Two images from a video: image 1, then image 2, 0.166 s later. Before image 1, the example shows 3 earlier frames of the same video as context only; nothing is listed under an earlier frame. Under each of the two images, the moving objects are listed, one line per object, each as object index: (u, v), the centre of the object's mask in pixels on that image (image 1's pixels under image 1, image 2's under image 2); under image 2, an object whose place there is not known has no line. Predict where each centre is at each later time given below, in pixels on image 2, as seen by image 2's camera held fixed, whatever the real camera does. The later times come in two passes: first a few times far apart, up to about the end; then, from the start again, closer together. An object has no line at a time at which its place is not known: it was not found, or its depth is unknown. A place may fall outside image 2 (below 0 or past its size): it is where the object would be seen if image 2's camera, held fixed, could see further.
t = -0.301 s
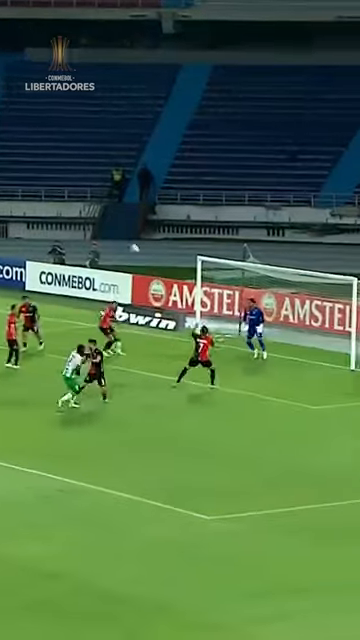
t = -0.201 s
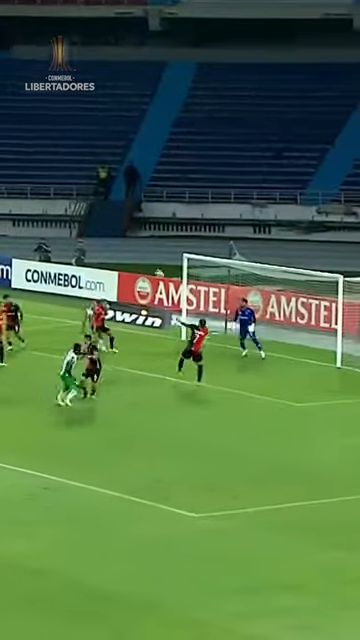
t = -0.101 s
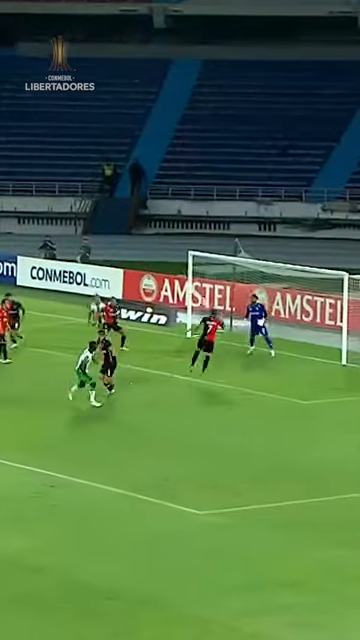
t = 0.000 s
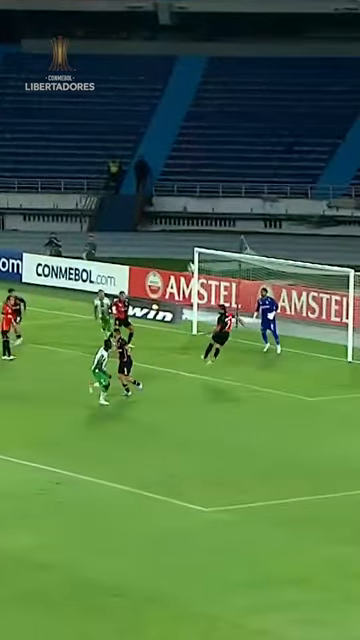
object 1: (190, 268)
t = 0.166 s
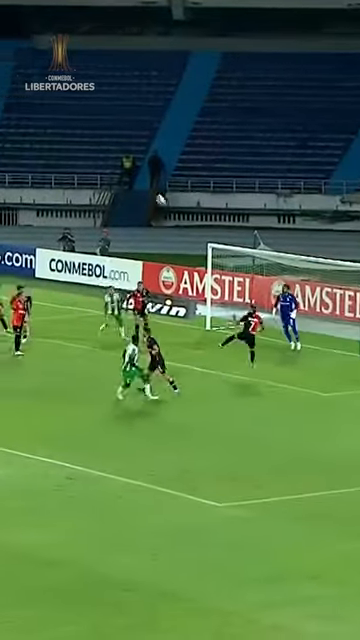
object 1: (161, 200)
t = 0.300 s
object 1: (127, 158)
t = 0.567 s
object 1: (63, 92)
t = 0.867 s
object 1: (-4, 51)
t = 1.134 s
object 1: (-62, 45)
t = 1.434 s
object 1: (-123, 74)
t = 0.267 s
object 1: (135, 167)
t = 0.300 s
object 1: (127, 158)
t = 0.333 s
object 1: (119, 148)
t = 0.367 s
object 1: (110, 138)
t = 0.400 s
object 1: (102, 129)
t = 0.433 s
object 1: (94, 120)
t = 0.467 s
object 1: (86, 113)
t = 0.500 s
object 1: (79, 105)
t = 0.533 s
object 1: (71, 98)
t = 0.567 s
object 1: (63, 92)
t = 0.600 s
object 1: (56, 85)
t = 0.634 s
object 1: (48, 79)
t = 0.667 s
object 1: (40, 74)
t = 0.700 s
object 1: (33, 69)
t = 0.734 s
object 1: (26, 64)
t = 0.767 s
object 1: (18, 60)
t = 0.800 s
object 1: (10, 57)
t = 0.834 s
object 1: (3, 53)
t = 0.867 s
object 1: (-4, 51)
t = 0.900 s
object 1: (-12, 48)
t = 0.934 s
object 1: (-19, 47)
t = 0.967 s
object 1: (-26, 45)
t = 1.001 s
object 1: (-33, 44)
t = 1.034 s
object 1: (-40, 44)
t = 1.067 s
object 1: (-47, 44)
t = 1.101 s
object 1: (-55, 44)
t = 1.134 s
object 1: (-62, 45)
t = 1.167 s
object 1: (-69, 46)
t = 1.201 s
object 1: (-75, 48)
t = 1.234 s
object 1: (-82, 50)
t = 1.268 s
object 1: (-89, 53)
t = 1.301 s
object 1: (-96, 56)
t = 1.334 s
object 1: (-103, 60)
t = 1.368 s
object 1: (-109, 64)
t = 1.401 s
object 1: (-116, 69)
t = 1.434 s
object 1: (-123, 74)
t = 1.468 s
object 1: (-129, 80)
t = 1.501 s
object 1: (-136, 86)
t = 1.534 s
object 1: (-142, 92)
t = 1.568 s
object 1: (-149, 99)
